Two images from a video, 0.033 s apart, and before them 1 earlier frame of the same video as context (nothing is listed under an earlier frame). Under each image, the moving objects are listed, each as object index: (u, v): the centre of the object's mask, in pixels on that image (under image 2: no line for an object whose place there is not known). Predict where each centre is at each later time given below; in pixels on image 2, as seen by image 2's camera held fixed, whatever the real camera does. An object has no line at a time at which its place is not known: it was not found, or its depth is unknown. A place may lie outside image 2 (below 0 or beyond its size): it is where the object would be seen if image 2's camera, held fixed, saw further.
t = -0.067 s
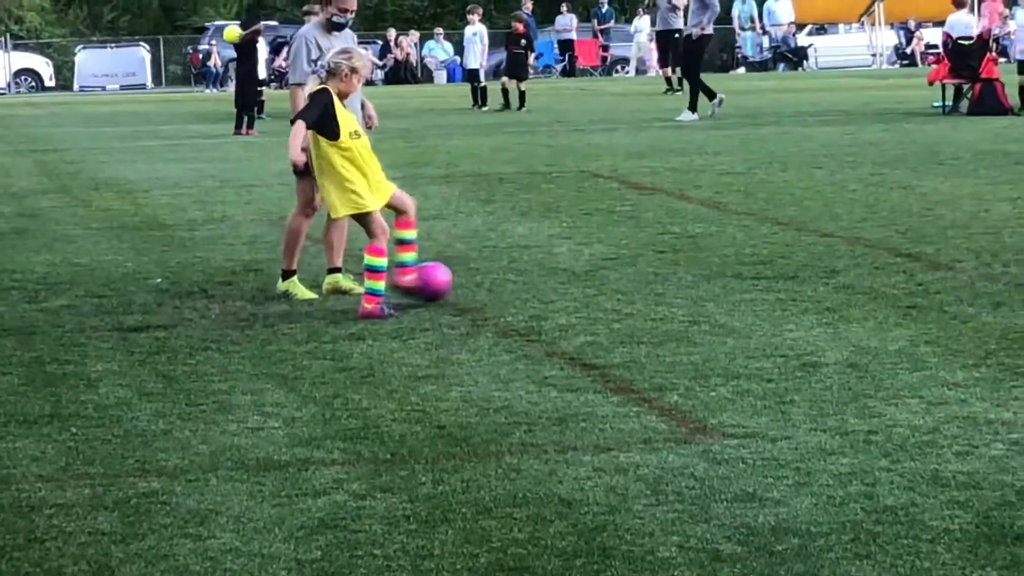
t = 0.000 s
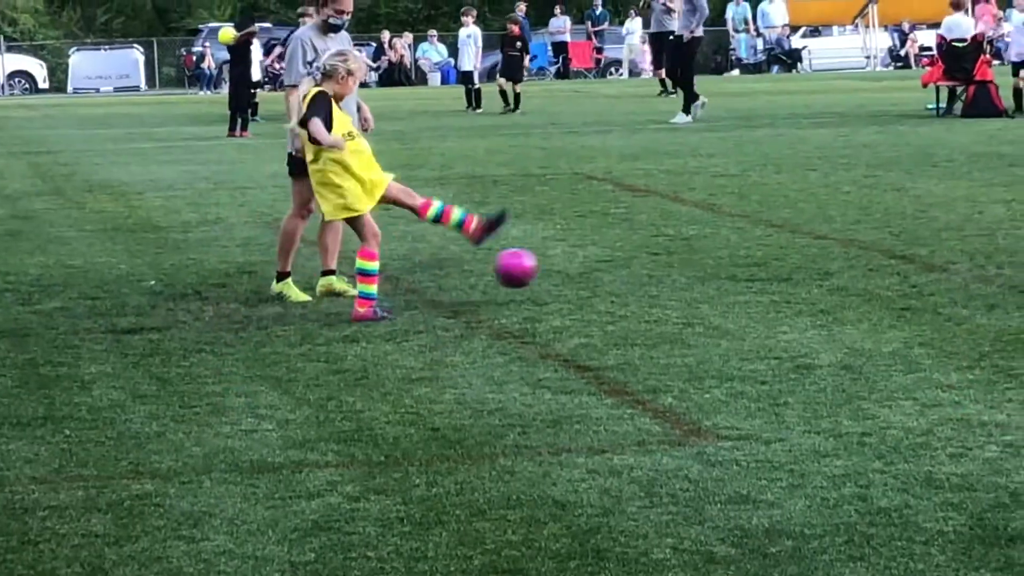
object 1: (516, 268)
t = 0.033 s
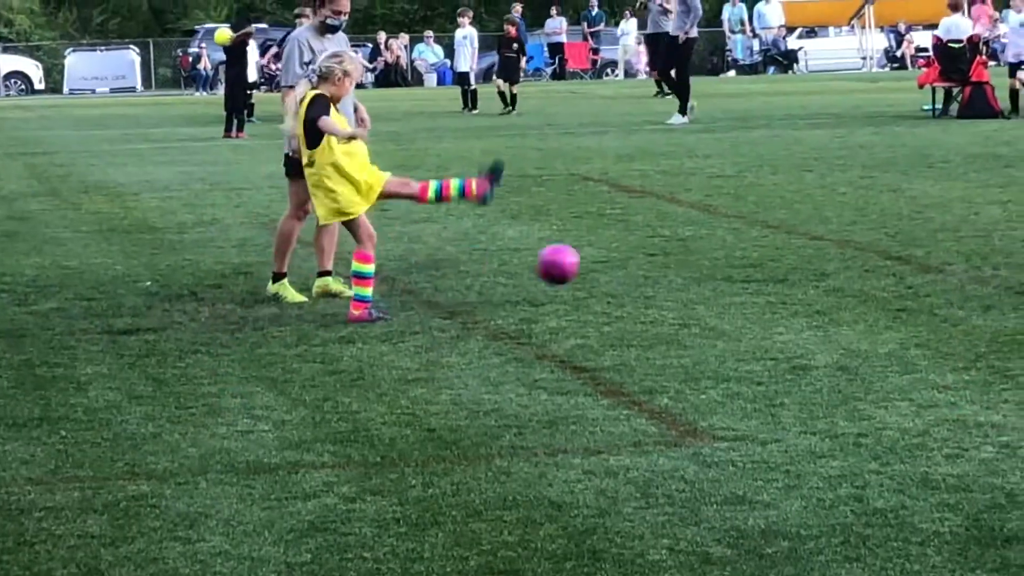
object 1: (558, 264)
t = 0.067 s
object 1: (603, 262)
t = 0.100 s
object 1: (647, 262)
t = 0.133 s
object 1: (691, 264)
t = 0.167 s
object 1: (734, 268)
